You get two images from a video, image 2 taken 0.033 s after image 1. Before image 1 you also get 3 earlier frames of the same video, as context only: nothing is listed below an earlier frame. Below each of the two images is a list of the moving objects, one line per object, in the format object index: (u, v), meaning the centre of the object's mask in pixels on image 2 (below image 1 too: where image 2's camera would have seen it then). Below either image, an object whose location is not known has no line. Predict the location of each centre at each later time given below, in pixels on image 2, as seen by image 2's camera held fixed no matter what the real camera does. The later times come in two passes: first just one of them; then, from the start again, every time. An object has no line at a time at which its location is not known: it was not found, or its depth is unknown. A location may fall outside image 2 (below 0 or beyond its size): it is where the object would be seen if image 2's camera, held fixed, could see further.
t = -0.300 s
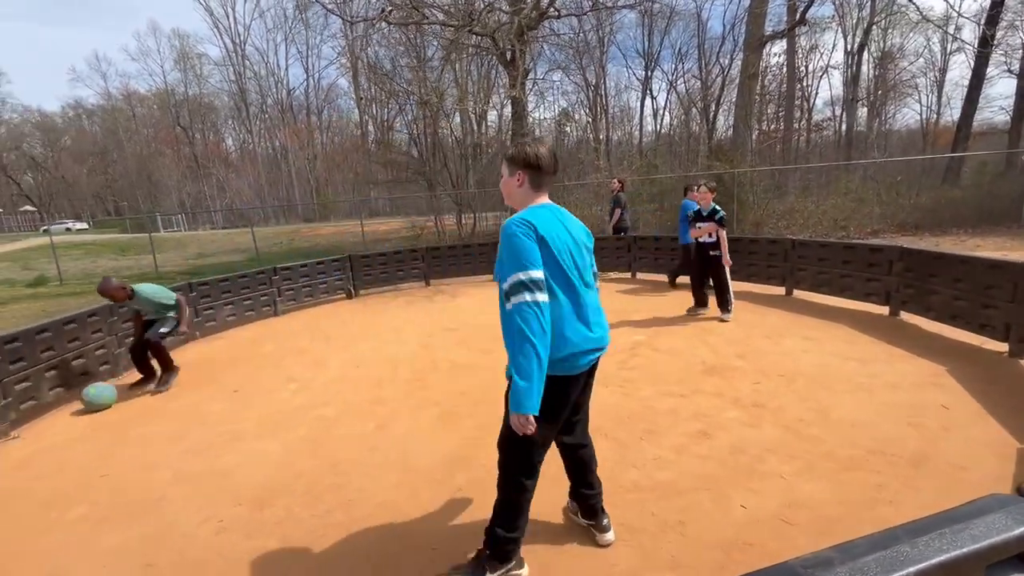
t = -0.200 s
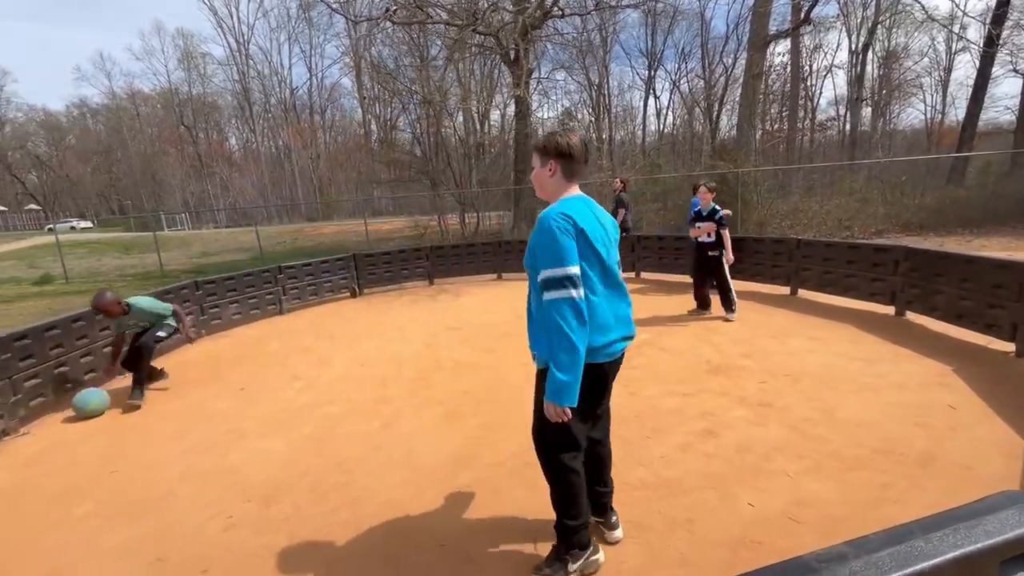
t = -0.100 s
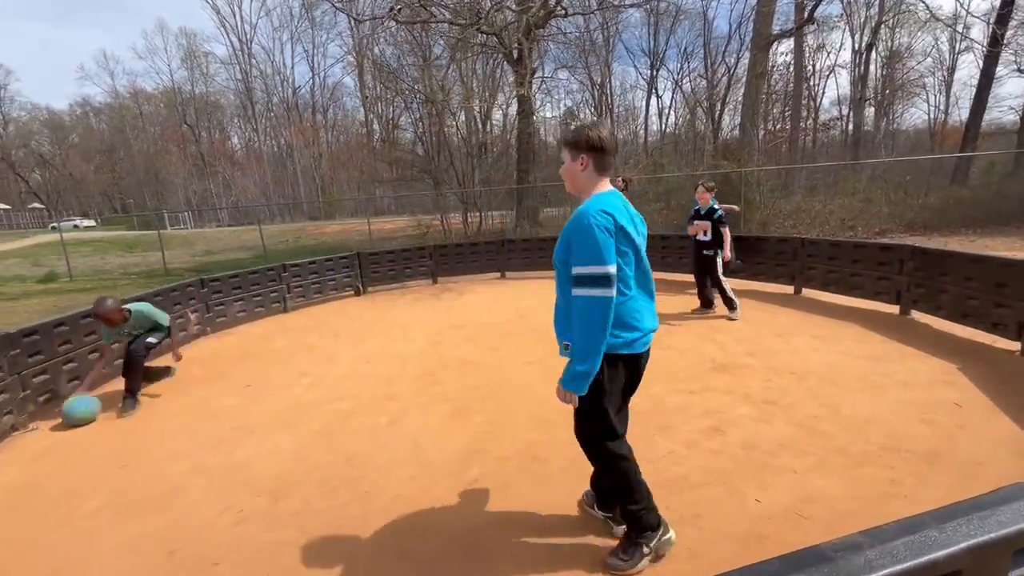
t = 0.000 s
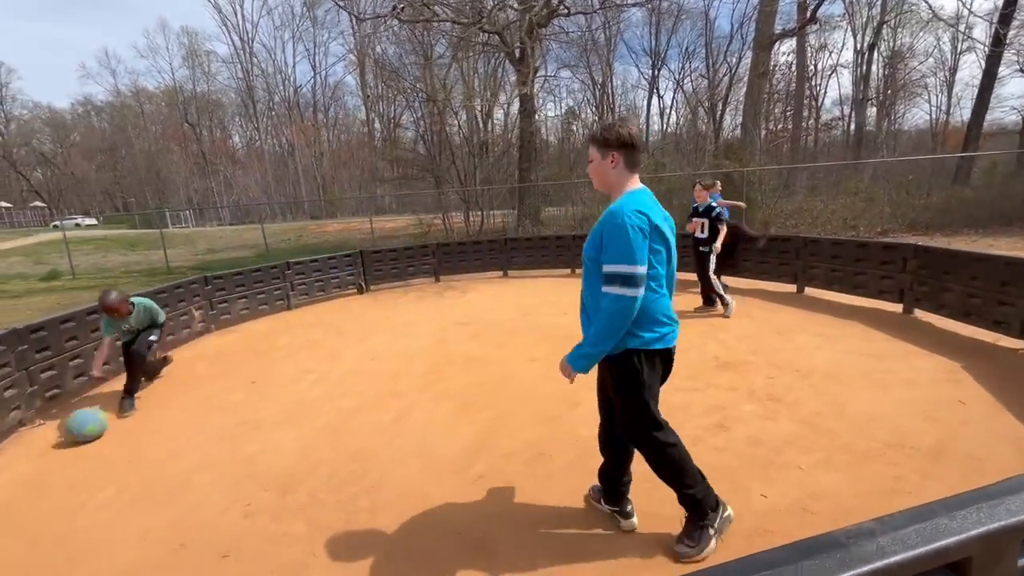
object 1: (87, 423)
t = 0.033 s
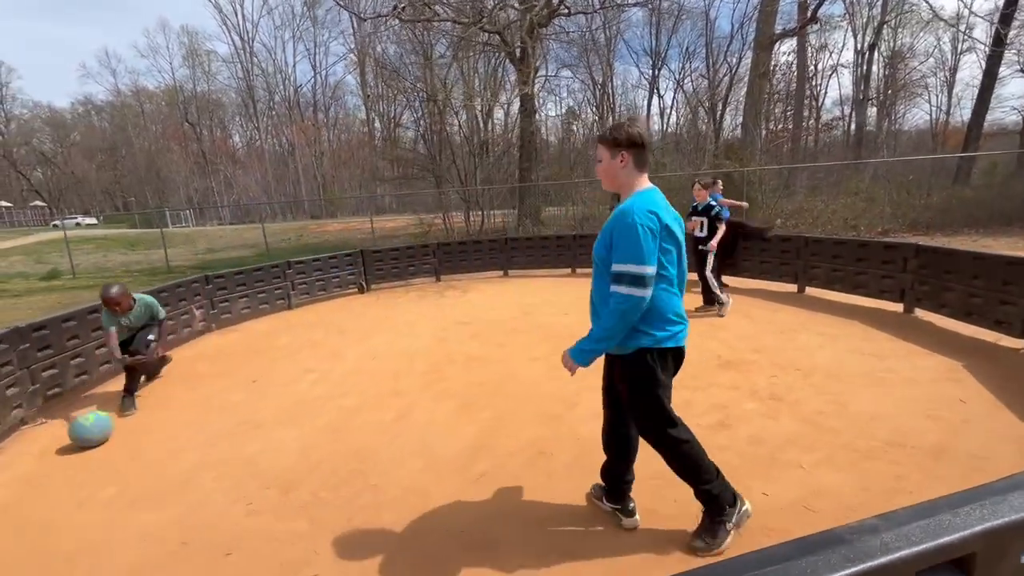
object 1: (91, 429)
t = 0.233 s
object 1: (111, 476)
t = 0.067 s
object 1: (94, 436)
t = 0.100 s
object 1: (98, 444)
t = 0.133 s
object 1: (101, 450)
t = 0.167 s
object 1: (104, 459)
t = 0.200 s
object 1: (108, 467)
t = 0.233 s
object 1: (111, 476)
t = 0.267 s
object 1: (115, 487)
